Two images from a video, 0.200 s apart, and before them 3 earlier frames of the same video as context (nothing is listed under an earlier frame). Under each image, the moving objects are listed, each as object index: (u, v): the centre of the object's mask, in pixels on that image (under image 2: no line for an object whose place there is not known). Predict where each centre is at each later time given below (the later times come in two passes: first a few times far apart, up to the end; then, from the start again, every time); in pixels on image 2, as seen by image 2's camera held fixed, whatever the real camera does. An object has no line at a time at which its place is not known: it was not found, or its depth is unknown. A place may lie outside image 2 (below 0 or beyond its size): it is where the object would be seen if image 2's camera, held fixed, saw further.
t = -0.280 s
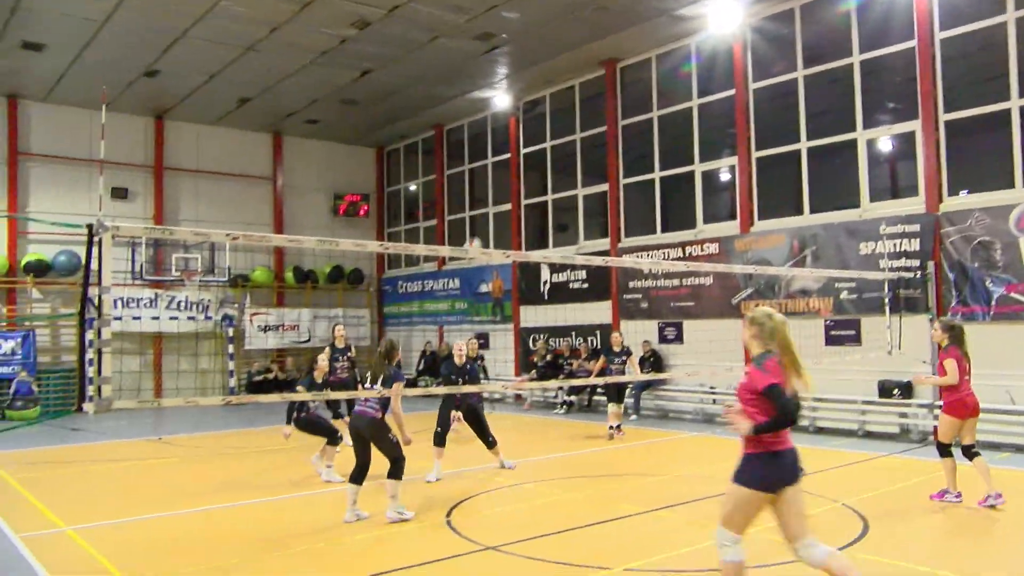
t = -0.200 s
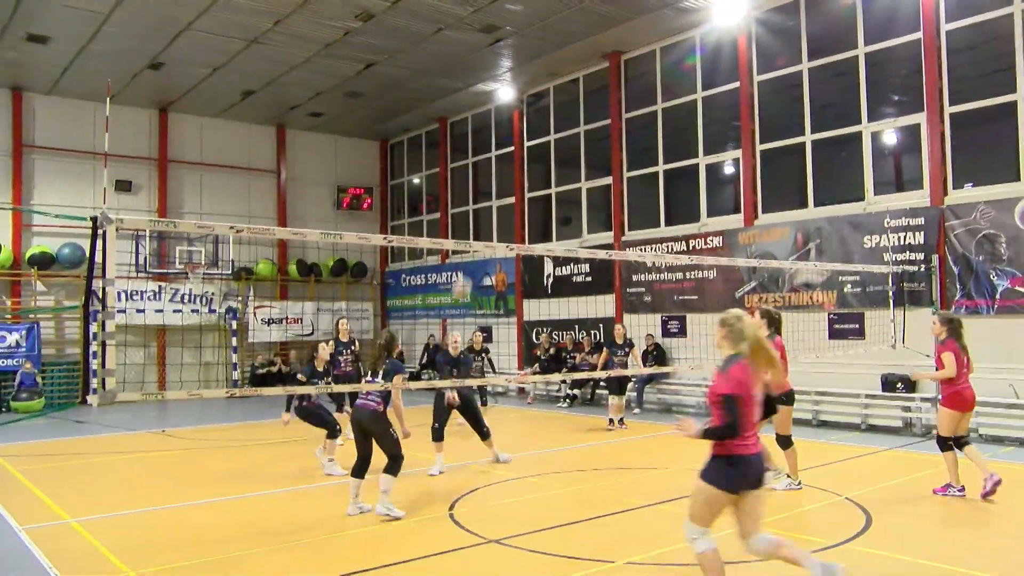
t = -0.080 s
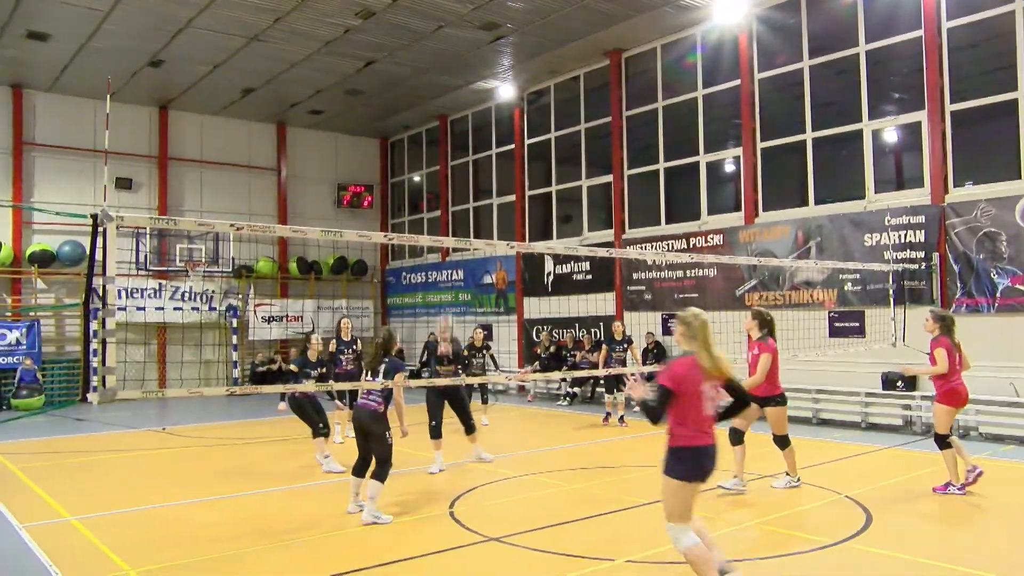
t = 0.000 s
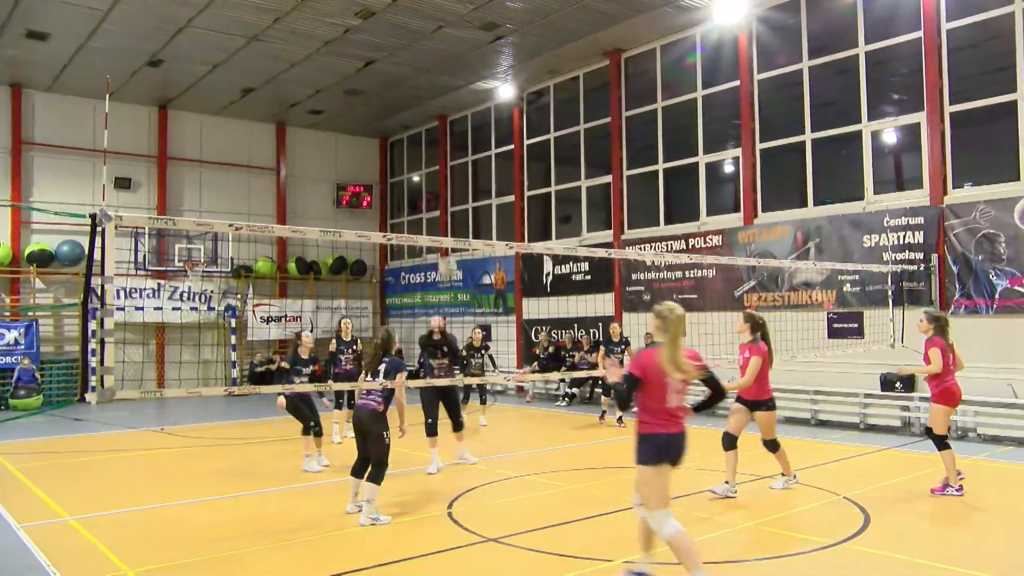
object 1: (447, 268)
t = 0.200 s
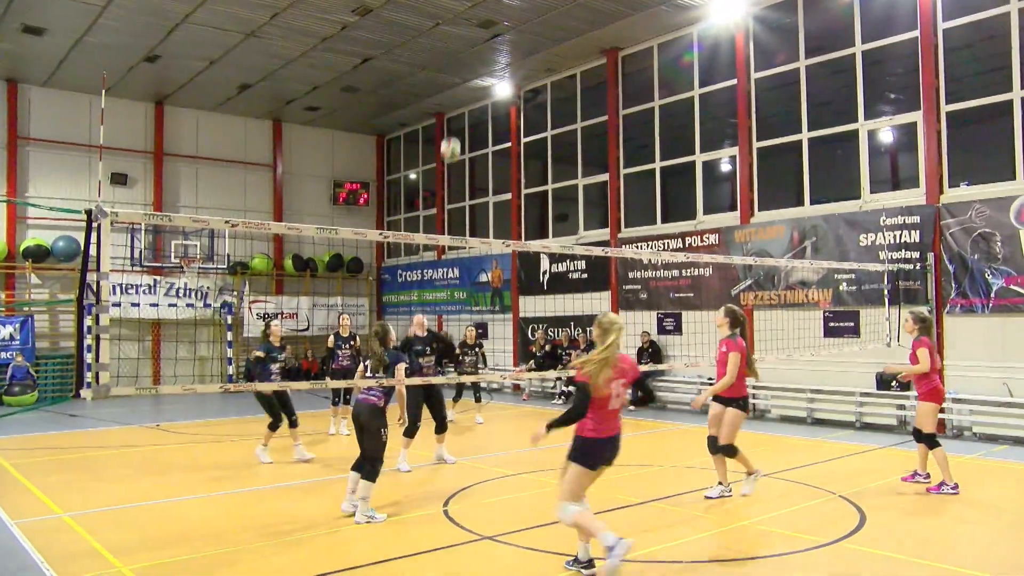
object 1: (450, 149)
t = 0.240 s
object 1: (452, 130)
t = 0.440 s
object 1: (460, 57)
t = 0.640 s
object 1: (469, 18)
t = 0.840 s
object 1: (478, 17)
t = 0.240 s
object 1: (452, 130)
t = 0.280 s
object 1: (453, 113)
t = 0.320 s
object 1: (455, 96)
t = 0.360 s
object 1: (456, 81)
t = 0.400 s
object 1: (458, 68)
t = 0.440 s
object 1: (460, 57)
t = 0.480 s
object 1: (462, 46)
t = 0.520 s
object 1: (463, 37)
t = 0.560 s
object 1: (465, 29)
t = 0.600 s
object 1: (467, 23)
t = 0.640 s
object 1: (469, 18)
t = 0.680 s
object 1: (471, 15)
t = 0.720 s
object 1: (473, 14)
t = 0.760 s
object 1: (475, 13)
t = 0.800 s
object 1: (476, 14)
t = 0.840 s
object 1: (478, 17)
